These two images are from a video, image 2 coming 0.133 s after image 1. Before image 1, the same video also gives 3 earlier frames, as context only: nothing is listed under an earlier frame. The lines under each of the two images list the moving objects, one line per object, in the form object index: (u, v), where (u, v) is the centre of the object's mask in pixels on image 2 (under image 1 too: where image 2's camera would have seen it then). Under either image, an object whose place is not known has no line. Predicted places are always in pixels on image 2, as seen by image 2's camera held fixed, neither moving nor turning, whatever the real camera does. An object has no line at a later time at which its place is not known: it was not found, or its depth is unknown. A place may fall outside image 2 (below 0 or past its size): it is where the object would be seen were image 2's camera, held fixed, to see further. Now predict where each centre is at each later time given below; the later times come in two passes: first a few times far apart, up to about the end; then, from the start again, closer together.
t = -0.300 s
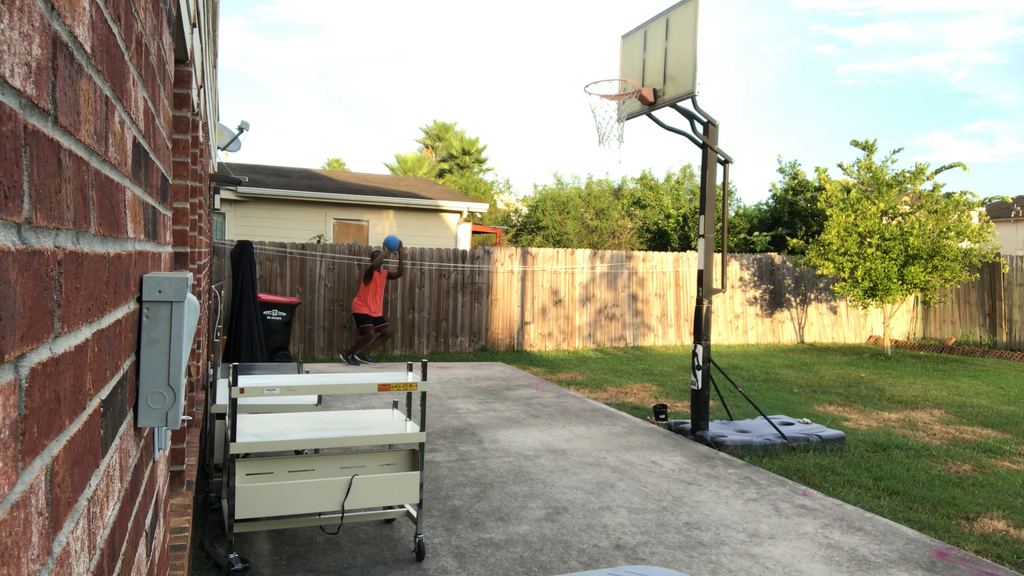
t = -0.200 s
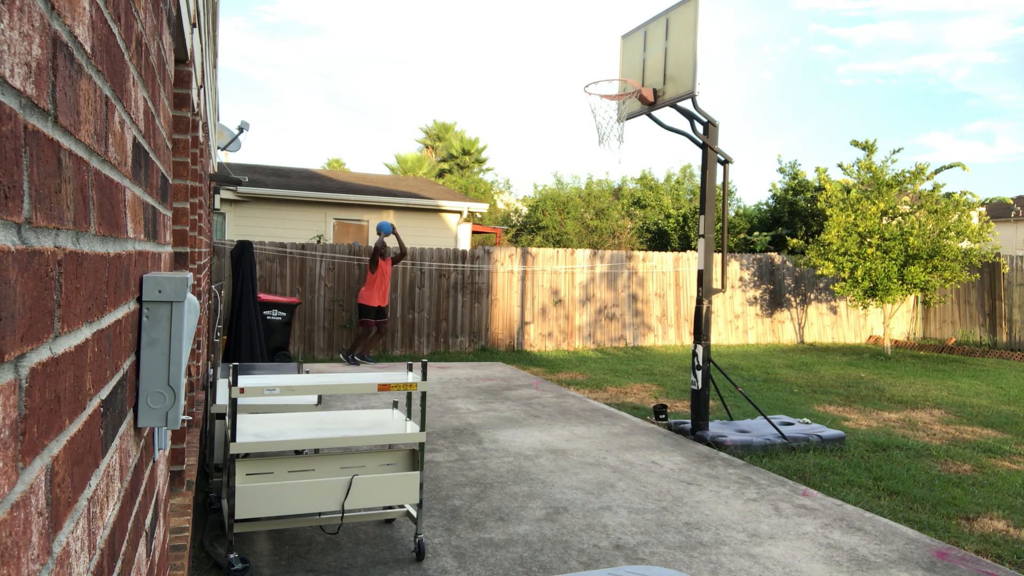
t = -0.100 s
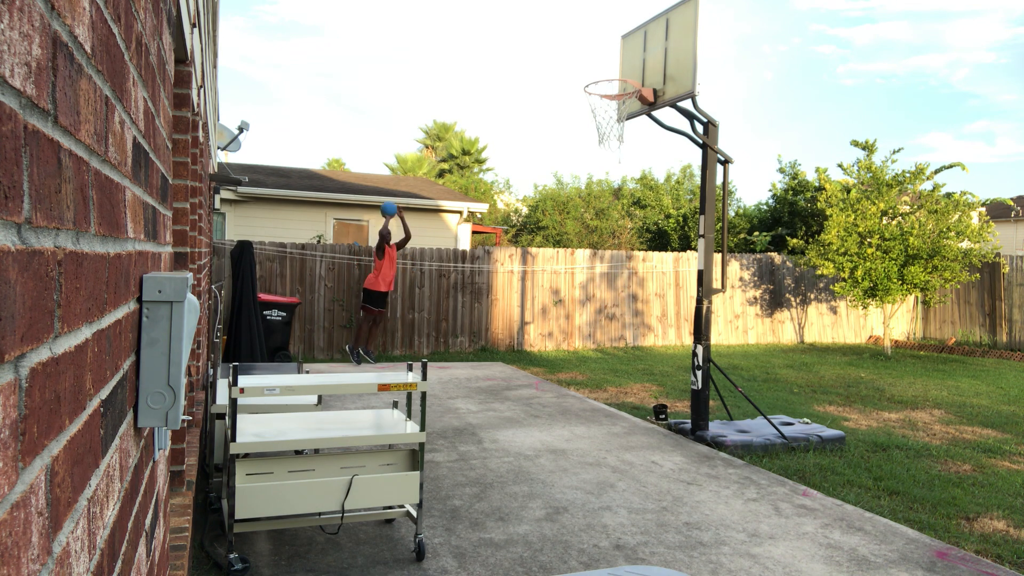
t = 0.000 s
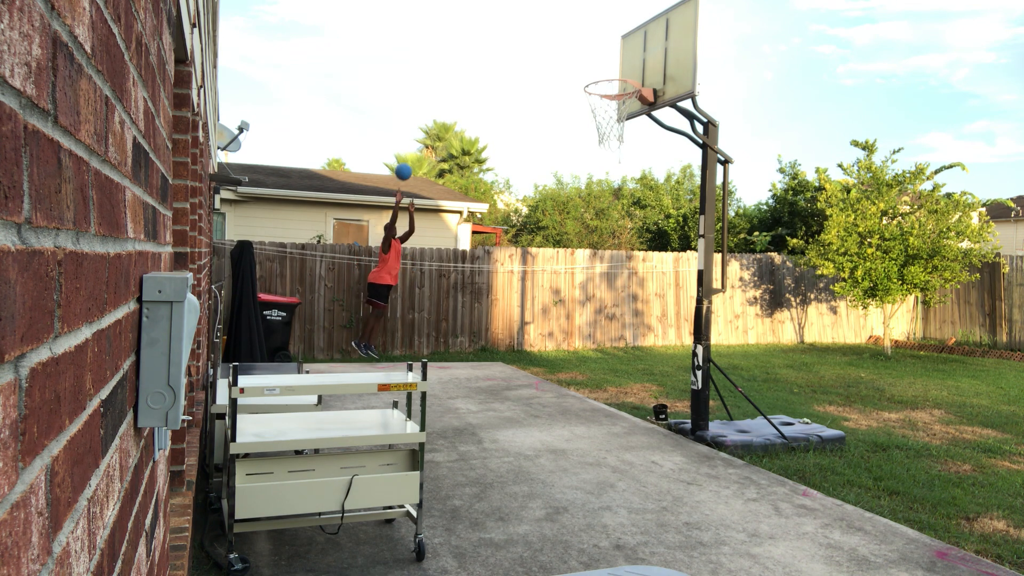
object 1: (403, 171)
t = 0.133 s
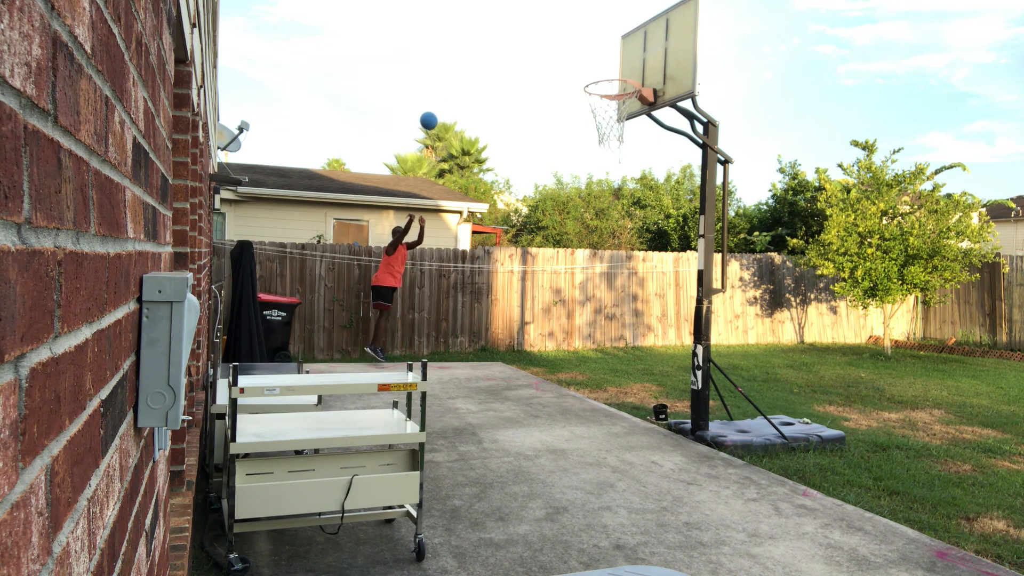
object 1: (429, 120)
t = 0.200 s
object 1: (442, 99)
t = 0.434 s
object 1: (493, 45)
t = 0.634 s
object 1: (544, 35)
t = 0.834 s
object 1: (603, 67)
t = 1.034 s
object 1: (626, 107)
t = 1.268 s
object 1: (595, 137)
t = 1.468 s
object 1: (566, 214)
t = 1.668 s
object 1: (537, 336)
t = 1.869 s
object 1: (514, 396)
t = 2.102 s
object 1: (502, 264)
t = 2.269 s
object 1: (492, 216)
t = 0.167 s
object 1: (435, 109)
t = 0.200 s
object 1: (442, 99)
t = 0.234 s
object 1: (449, 89)
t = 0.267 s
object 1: (456, 80)
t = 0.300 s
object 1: (463, 71)
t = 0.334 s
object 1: (470, 63)
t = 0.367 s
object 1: (478, 56)
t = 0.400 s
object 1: (485, 50)
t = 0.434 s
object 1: (493, 45)
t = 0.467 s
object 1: (501, 42)
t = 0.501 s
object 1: (509, 38)
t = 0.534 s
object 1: (518, 36)
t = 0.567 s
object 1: (526, 34)
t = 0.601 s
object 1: (535, 34)
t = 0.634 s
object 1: (544, 35)
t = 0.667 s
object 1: (553, 37)
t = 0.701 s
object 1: (563, 41)
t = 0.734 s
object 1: (573, 45)
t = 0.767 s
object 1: (582, 51)
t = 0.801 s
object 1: (592, 59)
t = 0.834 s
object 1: (603, 67)
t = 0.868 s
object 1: (613, 78)
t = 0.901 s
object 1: (622, 91)
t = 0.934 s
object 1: (629, 98)
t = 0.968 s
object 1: (631, 104)
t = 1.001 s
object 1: (629, 106)
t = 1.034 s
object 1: (626, 107)
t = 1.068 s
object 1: (622, 108)
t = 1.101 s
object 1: (618, 111)
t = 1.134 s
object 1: (613, 113)
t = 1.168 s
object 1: (609, 117)
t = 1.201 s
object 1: (604, 122)
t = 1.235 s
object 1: (600, 129)
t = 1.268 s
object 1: (595, 137)
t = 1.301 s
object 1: (590, 147)
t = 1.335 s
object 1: (585, 158)
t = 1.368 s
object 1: (581, 170)
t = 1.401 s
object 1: (576, 184)
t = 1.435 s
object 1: (571, 198)
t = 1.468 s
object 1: (566, 214)
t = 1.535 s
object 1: (557, 249)
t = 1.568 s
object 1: (552, 269)
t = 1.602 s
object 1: (547, 290)
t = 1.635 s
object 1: (542, 312)
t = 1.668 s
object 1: (537, 336)
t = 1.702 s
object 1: (533, 360)
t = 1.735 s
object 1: (528, 386)
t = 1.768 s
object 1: (523, 413)
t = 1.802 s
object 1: (517, 441)
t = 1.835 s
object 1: (515, 421)
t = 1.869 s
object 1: (514, 396)
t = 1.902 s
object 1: (512, 372)
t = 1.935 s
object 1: (511, 350)
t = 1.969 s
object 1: (509, 330)
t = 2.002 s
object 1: (507, 311)
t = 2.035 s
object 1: (505, 294)
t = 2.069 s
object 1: (503, 278)
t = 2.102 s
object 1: (502, 264)
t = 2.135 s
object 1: (499, 251)
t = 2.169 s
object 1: (498, 240)
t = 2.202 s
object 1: (496, 230)
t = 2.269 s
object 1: (492, 216)
